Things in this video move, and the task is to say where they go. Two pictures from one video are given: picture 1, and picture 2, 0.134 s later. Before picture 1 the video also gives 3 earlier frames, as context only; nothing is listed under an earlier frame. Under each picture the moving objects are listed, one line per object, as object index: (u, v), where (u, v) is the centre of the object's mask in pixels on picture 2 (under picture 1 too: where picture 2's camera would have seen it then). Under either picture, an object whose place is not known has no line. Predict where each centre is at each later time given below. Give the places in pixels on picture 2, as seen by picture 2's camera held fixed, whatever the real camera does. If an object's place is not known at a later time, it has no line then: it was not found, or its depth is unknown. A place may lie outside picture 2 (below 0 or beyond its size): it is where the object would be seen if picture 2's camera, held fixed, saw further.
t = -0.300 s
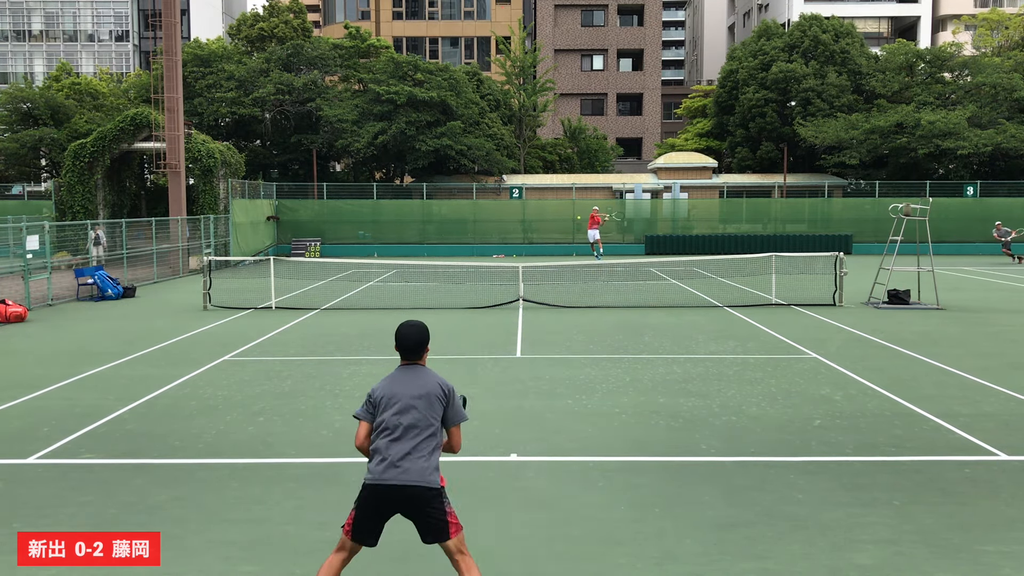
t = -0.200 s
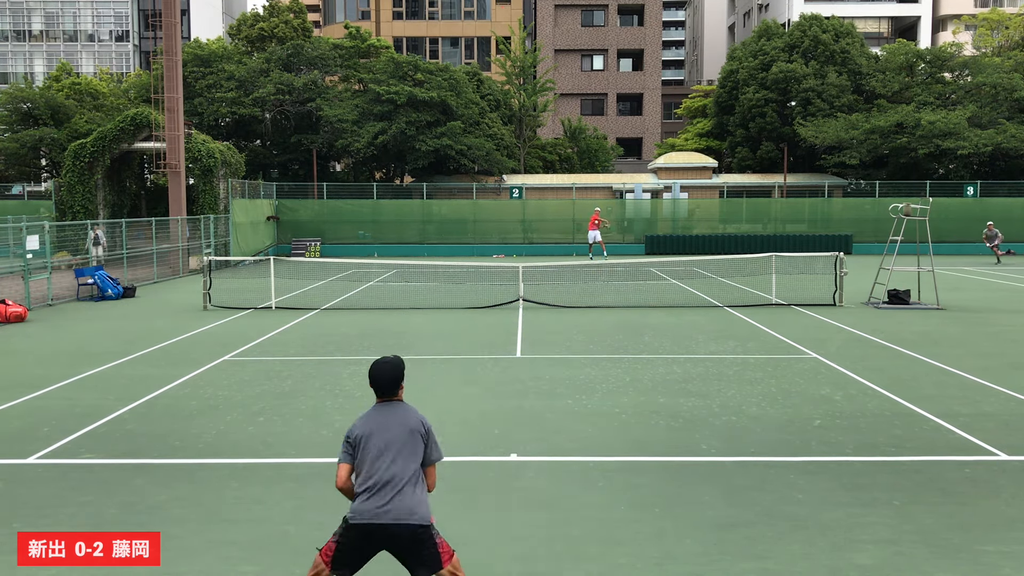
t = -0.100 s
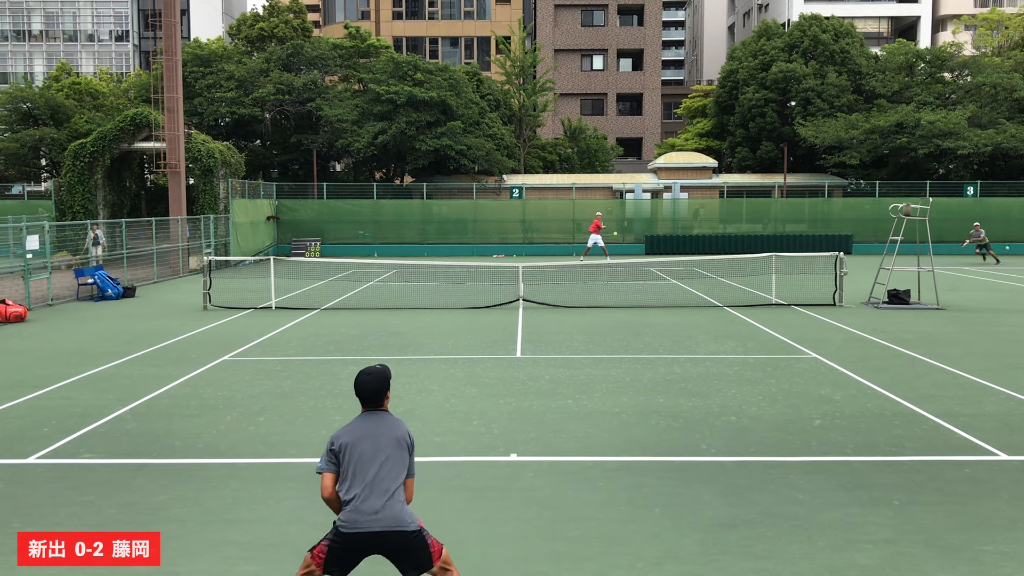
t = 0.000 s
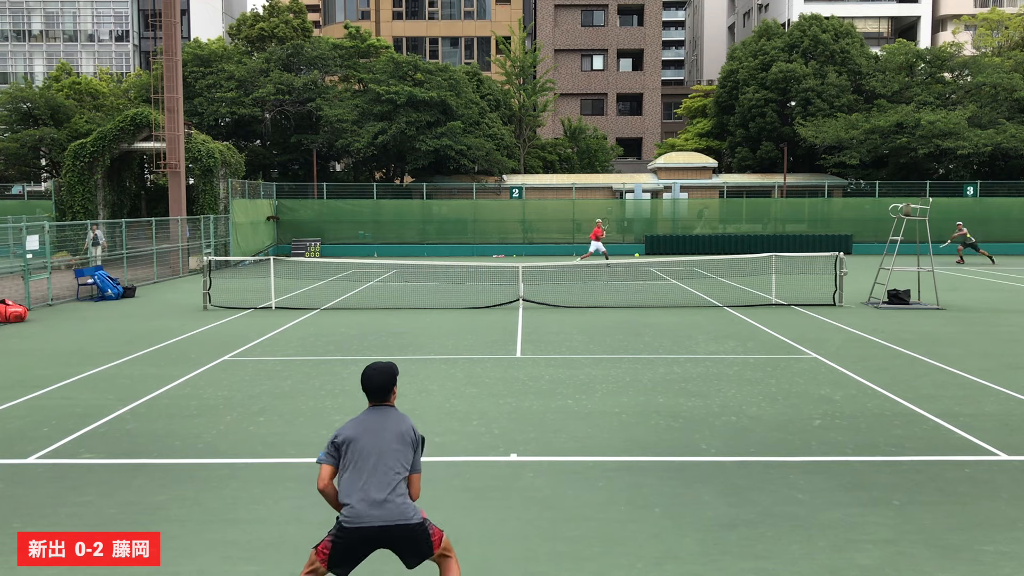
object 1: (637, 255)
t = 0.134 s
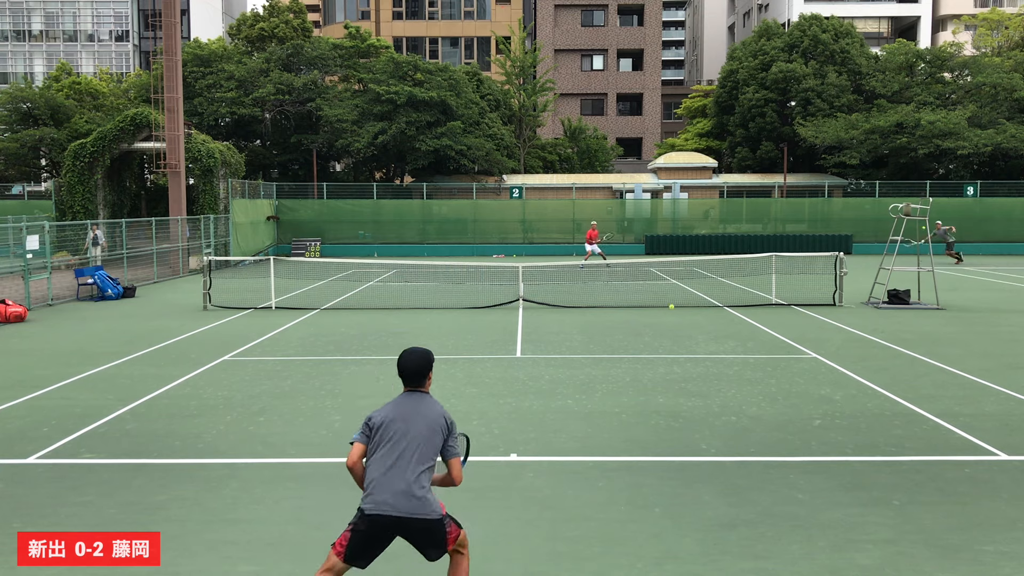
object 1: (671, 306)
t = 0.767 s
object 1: (1002, 348)
